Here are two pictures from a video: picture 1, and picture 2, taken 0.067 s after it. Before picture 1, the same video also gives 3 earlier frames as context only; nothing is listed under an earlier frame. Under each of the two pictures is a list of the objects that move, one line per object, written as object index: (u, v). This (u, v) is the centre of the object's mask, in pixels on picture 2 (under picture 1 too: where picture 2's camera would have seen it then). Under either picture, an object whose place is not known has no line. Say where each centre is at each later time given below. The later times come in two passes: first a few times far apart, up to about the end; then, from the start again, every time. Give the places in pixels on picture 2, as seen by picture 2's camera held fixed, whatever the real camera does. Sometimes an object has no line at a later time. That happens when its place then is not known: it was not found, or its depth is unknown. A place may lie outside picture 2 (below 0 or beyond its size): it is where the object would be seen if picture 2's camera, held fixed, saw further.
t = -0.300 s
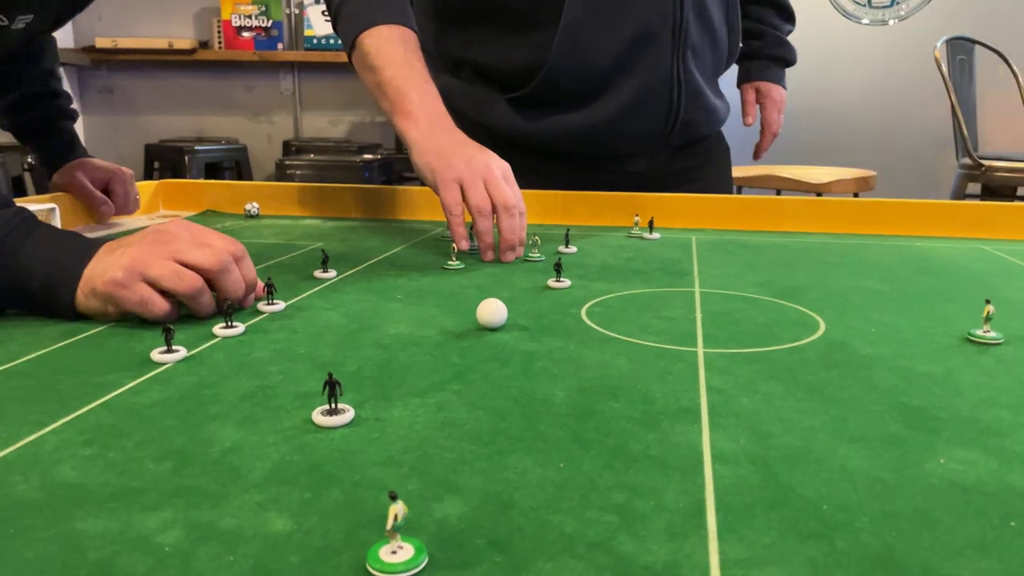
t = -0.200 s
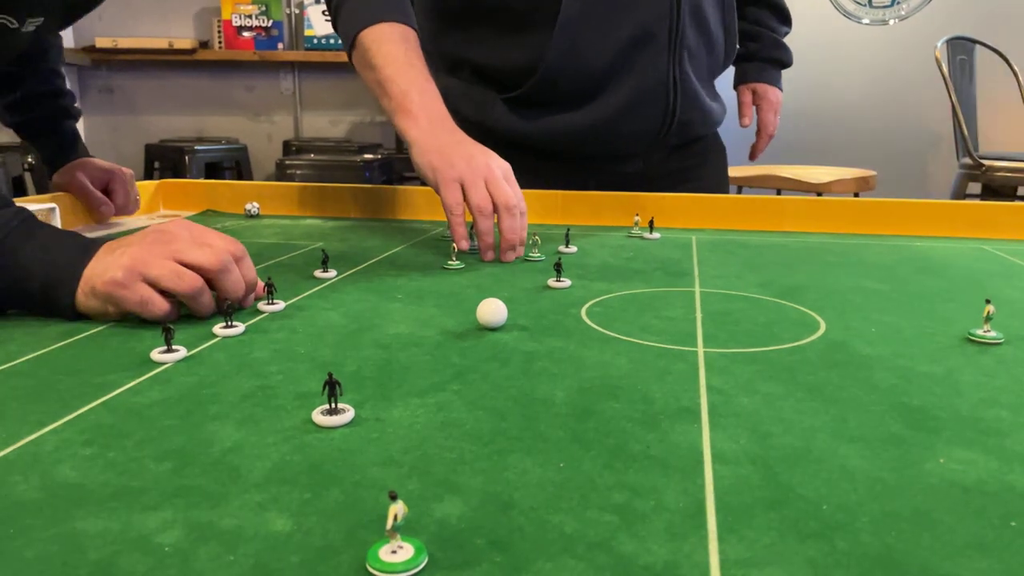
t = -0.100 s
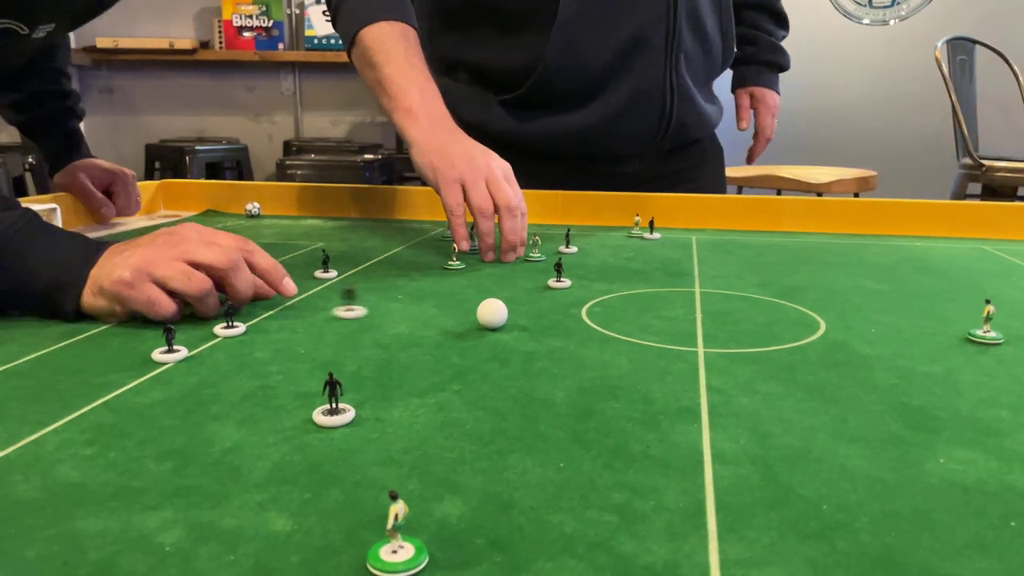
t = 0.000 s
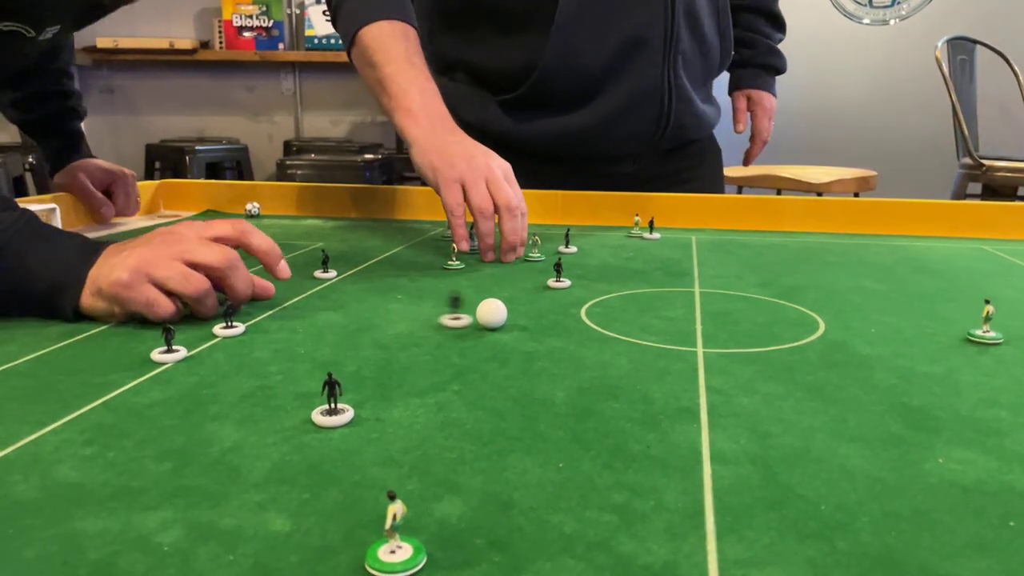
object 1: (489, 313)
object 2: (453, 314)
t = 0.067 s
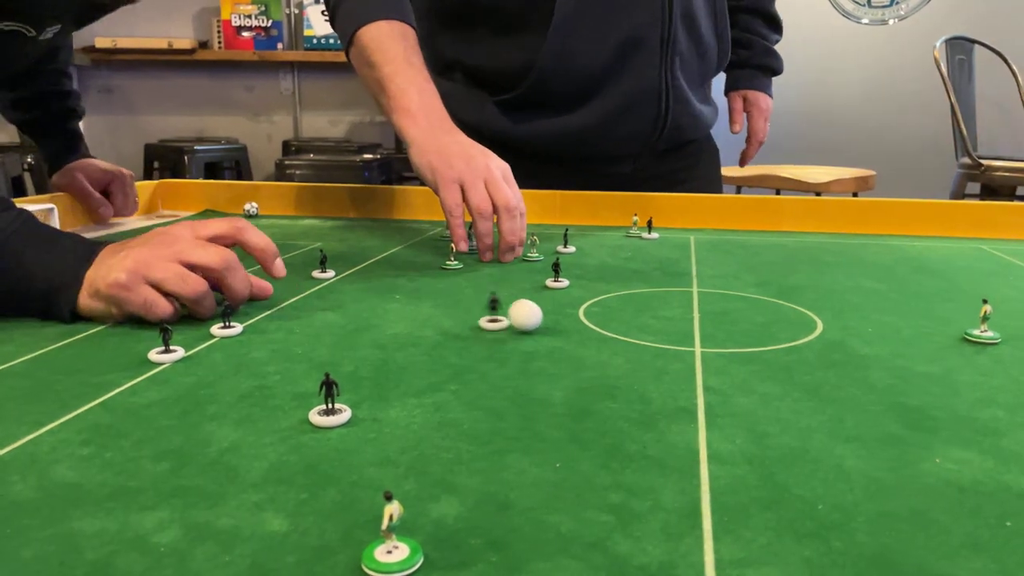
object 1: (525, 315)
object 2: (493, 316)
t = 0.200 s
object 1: (585, 323)
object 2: (545, 319)
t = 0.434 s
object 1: (664, 330)
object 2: (564, 320)
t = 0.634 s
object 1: (719, 337)
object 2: (564, 320)
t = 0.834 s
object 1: (763, 343)
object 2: (565, 320)
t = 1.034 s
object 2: (565, 320)
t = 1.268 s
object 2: (564, 320)
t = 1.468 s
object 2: (564, 320)
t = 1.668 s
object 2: (564, 320)
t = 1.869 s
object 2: (564, 320)
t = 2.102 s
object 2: (564, 320)
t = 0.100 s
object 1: (543, 318)
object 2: (509, 317)
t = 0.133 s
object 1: (559, 321)
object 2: (523, 318)
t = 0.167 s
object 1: (572, 322)
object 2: (535, 318)
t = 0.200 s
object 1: (585, 323)
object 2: (545, 319)
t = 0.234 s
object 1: (597, 324)
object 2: (553, 320)
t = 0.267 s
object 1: (609, 325)
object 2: (559, 320)
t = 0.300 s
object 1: (621, 326)
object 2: (563, 320)
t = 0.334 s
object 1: (632, 328)
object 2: (564, 320)
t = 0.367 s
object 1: (643, 329)
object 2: (564, 320)
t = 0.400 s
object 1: (653, 330)
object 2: (564, 320)
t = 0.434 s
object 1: (664, 330)
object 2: (564, 320)
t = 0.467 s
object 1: (674, 331)
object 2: (564, 320)
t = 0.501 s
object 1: (683, 333)
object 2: (564, 320)
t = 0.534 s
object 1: (693, 334)
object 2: (564, 320)
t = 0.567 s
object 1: (701, 335)
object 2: (564, 320)
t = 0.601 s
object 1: (710, 336)
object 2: (564, 320)
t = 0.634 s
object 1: (719, 337)
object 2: (564, 320)
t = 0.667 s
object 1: (726, 338)
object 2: (564, 320)
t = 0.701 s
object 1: (734, 339)
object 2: (565, 320)
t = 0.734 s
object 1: (742, 339)
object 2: (565, 320)
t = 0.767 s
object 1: (749, 341)
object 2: (565, 320)
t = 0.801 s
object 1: (756, 342)
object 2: (565, 320)
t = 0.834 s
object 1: (763, 343)
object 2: (565, 320)
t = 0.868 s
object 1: (769, 344)
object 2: (565, 320)
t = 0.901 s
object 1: (776, 345)
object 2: (565, 320)
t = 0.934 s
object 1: (782, 345)
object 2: (565, 320)
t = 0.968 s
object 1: (787, 346)
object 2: (565, 320)
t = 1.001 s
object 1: (793, 347)
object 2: (565, 320)
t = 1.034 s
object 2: (565, 320)
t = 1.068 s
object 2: (565, 320)
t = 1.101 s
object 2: (565, 320)
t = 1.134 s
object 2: (565, 320)
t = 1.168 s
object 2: (565, 320)
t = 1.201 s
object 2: (564, 320)
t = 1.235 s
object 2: (565, 320)
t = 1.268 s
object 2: (564, 320)
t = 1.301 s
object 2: (564, 320)
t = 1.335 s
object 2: (564, 320)
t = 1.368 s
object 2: (564, 320)
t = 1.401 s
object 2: (564, 320)
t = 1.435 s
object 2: (564, 320)
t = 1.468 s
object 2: (564, 320)
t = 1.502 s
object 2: (564, 320)
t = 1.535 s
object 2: (564, 320)
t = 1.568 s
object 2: (564, 320)
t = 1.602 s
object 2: (564, 320)
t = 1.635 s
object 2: (564, 320)
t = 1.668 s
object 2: (564, 320)
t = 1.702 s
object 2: (564, 320)
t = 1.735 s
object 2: (564, 320)
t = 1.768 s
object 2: (564, 320)
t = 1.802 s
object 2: (564, 320)
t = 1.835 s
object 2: (564, 320)
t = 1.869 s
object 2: (564, 320)
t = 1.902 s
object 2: (564, 320)
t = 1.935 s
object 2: (564, 320)
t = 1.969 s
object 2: (564, 320)
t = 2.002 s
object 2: (564, 320)
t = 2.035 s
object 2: (564, 320)
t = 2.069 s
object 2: (564, 320)
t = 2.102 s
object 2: (564, 320)
